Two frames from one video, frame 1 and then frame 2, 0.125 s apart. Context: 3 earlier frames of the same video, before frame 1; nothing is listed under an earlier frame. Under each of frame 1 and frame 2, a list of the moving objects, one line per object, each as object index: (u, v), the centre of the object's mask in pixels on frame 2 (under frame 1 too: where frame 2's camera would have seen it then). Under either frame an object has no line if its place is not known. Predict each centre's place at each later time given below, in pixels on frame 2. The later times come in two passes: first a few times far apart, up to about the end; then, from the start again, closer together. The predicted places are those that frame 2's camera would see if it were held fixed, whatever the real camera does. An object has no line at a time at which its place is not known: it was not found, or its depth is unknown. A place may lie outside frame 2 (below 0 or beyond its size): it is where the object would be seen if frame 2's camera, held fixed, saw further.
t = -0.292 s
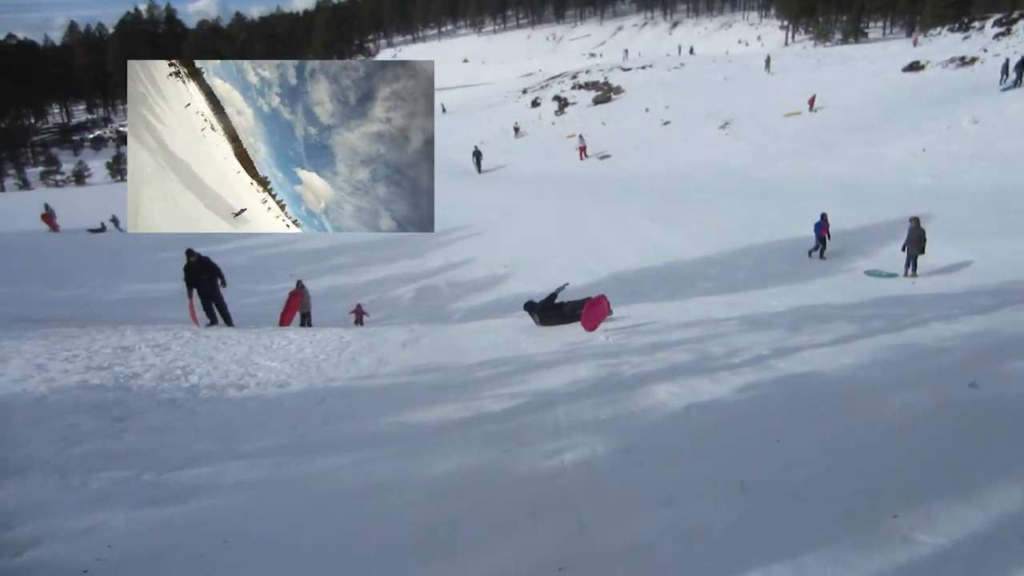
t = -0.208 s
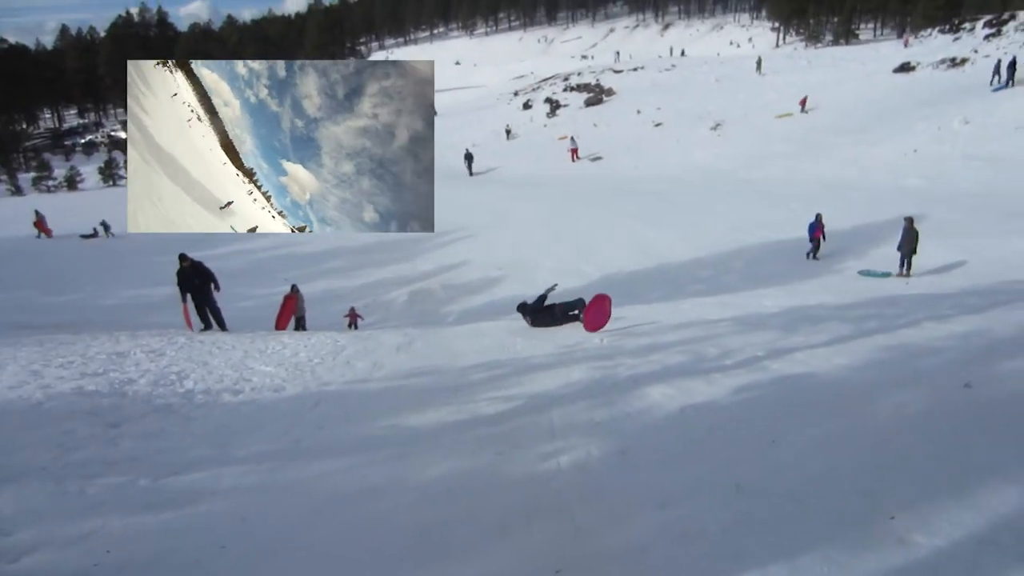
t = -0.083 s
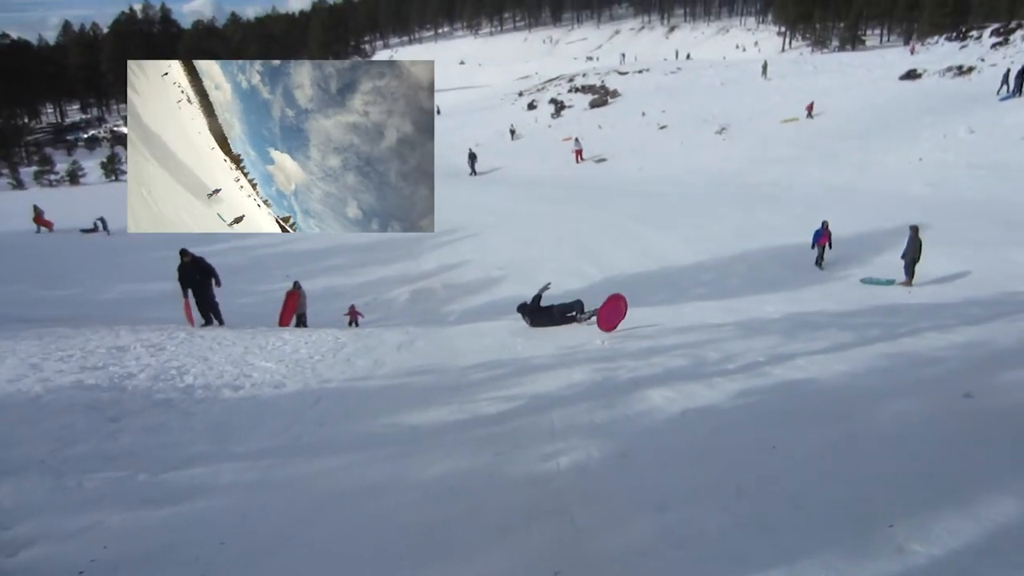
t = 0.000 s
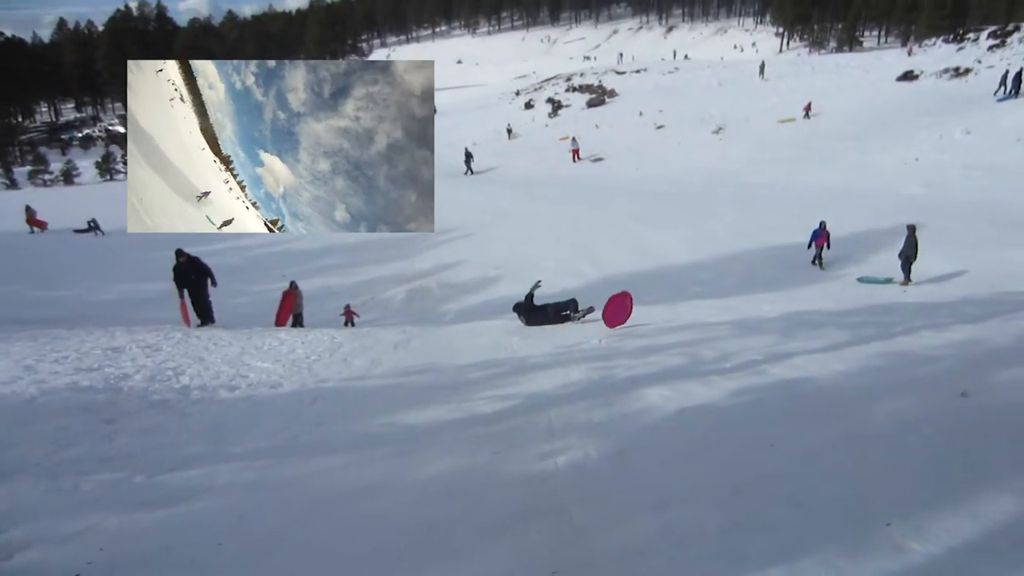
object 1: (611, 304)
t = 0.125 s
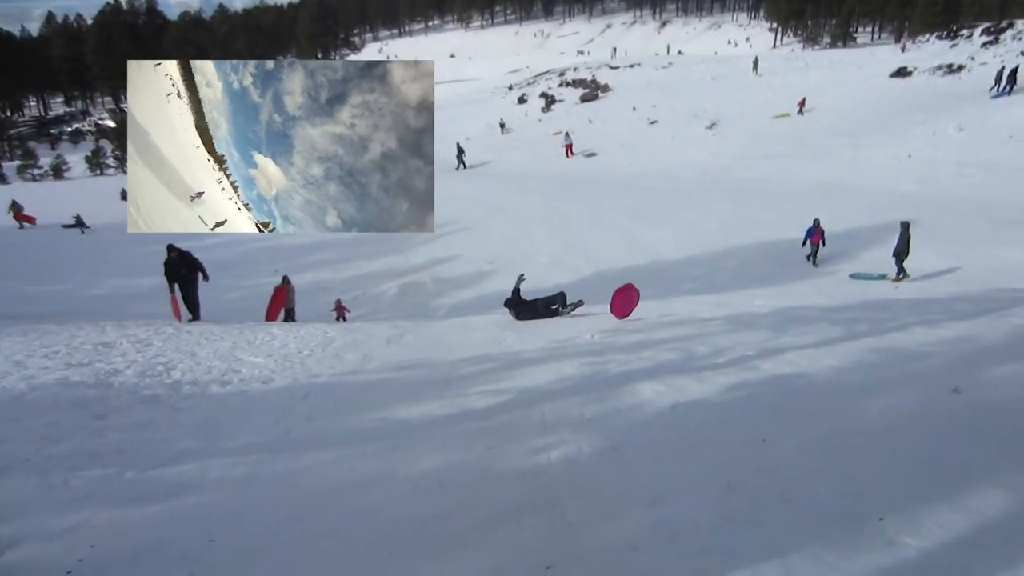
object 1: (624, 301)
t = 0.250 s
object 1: (639, 301)
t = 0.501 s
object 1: (667, 297)
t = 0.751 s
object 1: (695, 293)
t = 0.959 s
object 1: (715, 293)
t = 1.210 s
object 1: (733, 294)
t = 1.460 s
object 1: (746, 303)
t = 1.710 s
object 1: (747, 304)
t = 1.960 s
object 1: (752, 301)
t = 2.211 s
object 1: (750, 300)
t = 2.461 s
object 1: (743, 301)
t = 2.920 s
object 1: (725, 299)
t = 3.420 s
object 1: (712, 297)
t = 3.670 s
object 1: (701, 296)
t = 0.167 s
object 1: (630, 301)
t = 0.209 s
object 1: (635, 301)
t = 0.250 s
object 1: (639, 301)
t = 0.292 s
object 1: (643, 301)
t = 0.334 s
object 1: (649, 301)
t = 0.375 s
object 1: (654, 300)
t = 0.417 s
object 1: (658, 300)
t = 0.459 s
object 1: (663, 298)
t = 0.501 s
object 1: (667, 297)
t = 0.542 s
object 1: (672, 296)
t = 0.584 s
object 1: (677, 295)
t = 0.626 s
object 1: (682, 295)
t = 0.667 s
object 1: (686, 294)
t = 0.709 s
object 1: (691, 294)
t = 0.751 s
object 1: (695, 293)
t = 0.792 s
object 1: (699, 294)
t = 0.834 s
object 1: (703, 293)
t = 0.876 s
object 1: (707, 293)
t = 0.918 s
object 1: (711, 294)
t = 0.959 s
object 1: (715, 293)
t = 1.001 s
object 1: (718, 293)
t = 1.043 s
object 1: (722, 293)
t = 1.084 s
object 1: (725, 292)
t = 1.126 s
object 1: (728, 292)
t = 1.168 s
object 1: (731, 292)
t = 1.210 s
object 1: (733, 294)
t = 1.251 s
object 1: (736, 294)
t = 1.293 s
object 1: (738, 296)
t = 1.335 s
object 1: (740, 298)
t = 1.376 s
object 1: (742, 301)
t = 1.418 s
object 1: (746, 304)
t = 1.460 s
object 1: (746, 303)
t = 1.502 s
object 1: (747, 302)
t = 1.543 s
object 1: (748, 301)
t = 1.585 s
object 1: (748, 300)
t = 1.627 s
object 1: (749, 301)
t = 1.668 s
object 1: (748, 302)
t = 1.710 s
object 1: (747, 304)
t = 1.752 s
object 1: (750, 303)
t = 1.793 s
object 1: (751, 306)
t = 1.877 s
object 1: (753, 303)
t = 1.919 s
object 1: (753, 302)
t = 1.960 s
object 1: (752, 301)
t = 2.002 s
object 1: (752, 302)
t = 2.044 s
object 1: (751, 302)
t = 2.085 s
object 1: (751, 300)
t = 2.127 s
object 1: (751, 300)
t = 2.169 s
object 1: (750, 300)
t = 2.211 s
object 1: (750, 300)
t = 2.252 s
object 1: (749, 301)
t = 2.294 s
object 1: (748, 300)
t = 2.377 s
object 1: (746, 301)
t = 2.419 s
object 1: (743, 301)
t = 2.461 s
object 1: (743, 301)
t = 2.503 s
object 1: (741, 301)
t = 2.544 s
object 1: (740, 300)
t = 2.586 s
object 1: (738, 300)
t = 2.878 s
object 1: (727, 299)
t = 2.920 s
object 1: (725, 299)
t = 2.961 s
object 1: (725, 300)
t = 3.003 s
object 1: (724, 300)
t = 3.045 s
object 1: (722, 300)
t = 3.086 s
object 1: (722, 298)
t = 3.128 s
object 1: (720, 298)
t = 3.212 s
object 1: (718, 297)
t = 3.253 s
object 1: (717, 295)
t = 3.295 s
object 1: (715, 296)
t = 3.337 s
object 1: (713, 296)
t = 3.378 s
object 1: (712, 296)
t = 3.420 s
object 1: (712, 297)
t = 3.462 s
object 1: (711, 298)
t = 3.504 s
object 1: (711, 297)
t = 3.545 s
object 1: (710, 297)
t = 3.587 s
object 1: (706, 296)
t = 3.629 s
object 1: (704, 296)
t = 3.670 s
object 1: (701, 296)
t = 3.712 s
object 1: (699, 296)
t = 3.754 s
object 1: (696, 296)
